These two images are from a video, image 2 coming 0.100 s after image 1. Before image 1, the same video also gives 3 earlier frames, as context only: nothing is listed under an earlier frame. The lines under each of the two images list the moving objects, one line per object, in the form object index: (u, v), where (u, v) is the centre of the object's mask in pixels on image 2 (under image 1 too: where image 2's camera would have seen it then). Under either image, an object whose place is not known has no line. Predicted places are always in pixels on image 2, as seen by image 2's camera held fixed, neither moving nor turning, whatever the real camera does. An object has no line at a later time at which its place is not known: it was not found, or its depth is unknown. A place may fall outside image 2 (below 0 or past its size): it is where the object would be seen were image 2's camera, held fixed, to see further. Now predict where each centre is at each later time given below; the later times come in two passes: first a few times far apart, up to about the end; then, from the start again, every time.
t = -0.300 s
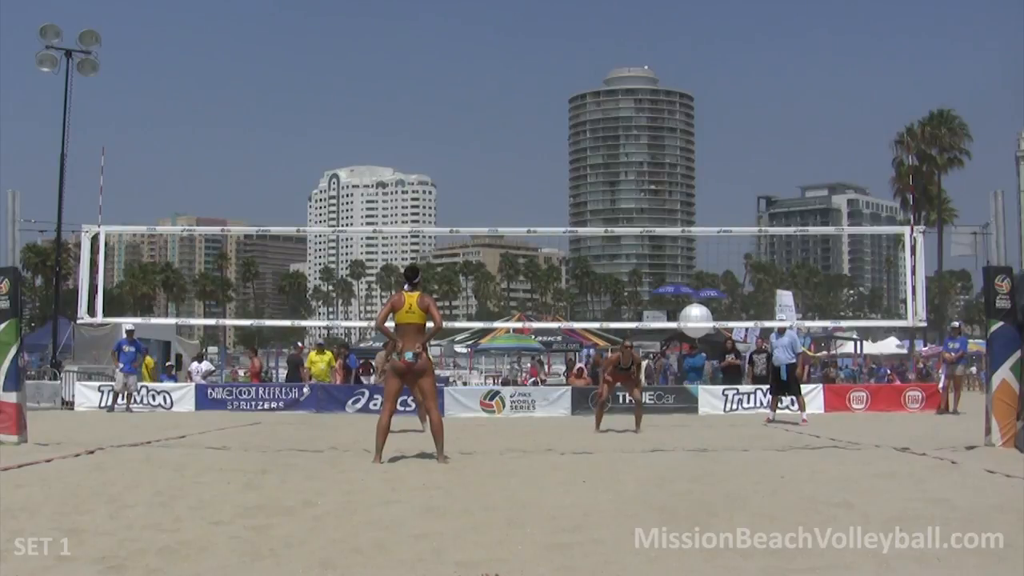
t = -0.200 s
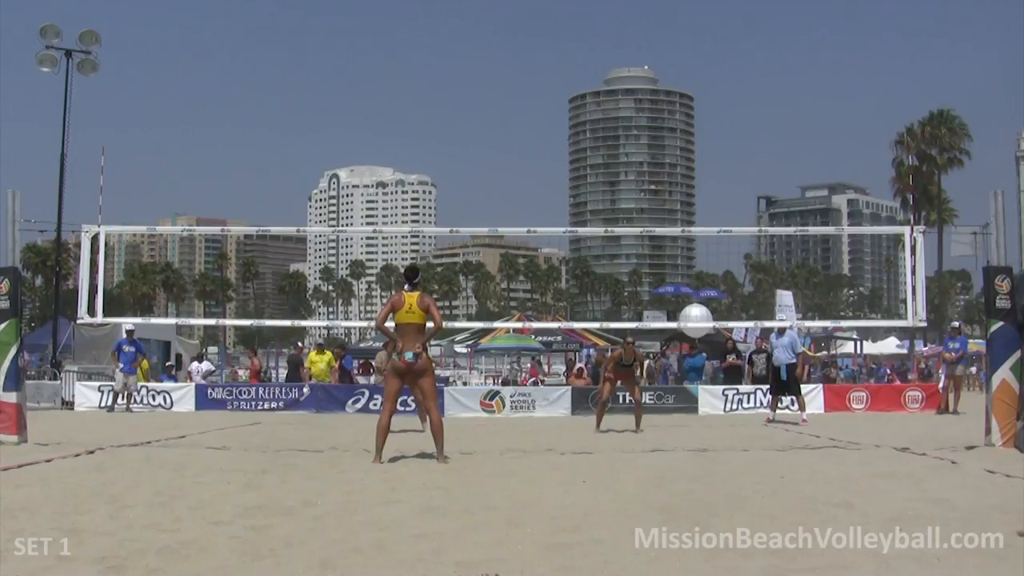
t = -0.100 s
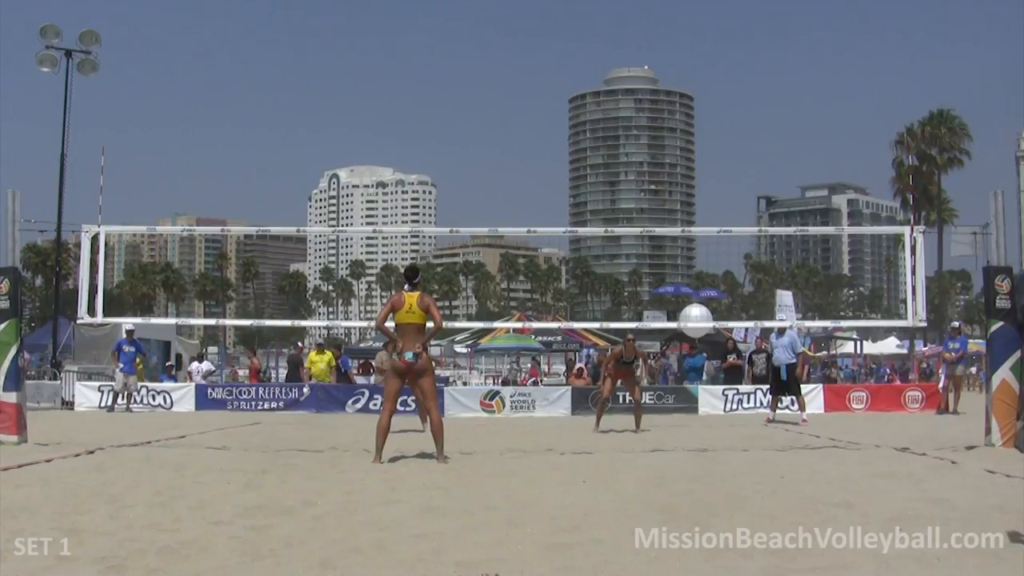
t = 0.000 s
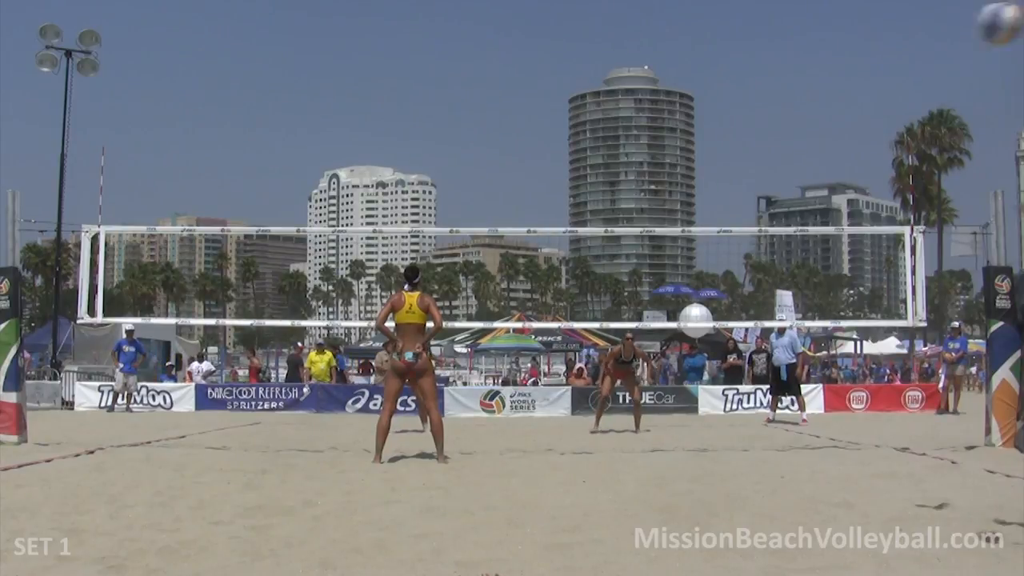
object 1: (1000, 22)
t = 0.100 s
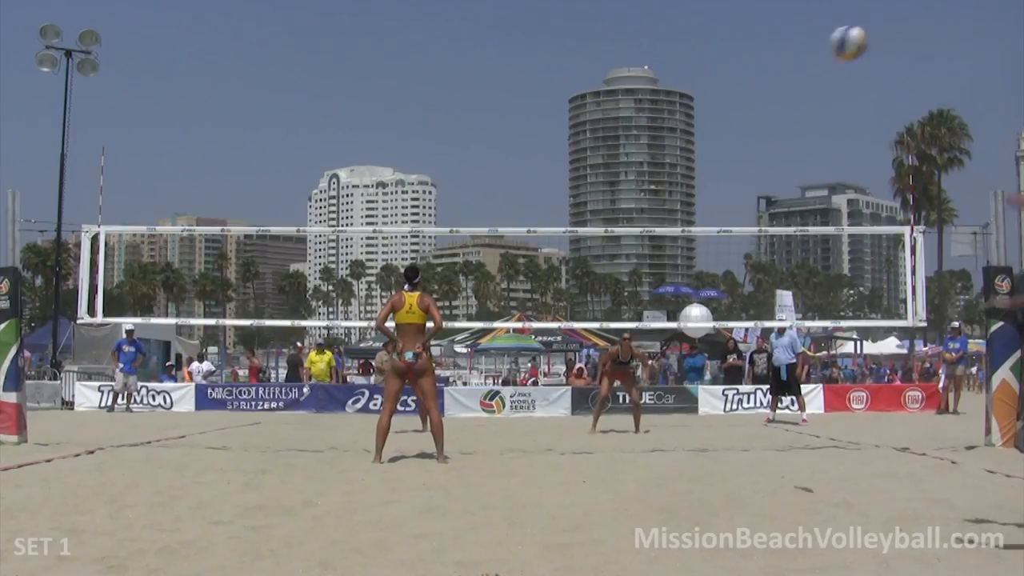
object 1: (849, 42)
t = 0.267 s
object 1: (683, 88)
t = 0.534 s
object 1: (524, 180)
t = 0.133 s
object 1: (809, 51)
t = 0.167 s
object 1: (773, 59)
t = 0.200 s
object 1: (740, 68)
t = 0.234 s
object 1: (710, 78)
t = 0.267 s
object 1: (683, 88)
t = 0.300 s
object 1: (656, 99)
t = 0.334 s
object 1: (634, 110)
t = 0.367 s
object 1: (612, 121)
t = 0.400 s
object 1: (591, 131)
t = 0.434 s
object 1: (573, 143)
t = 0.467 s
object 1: (555, 156)
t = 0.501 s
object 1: (539, 168)
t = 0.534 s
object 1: (524, 180)
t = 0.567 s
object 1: (510, 192)
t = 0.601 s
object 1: (496, 204)
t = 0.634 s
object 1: (484, 216)
